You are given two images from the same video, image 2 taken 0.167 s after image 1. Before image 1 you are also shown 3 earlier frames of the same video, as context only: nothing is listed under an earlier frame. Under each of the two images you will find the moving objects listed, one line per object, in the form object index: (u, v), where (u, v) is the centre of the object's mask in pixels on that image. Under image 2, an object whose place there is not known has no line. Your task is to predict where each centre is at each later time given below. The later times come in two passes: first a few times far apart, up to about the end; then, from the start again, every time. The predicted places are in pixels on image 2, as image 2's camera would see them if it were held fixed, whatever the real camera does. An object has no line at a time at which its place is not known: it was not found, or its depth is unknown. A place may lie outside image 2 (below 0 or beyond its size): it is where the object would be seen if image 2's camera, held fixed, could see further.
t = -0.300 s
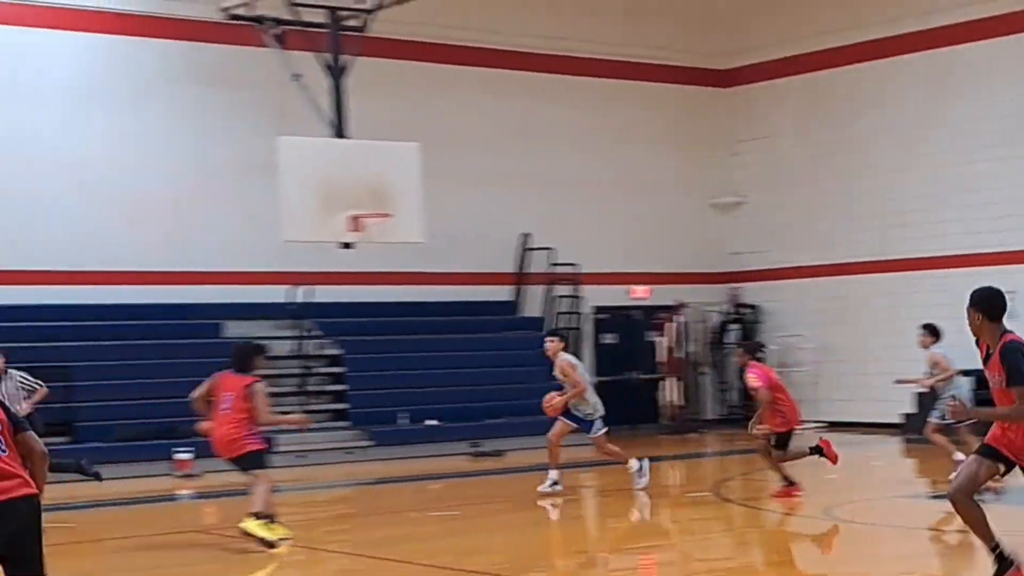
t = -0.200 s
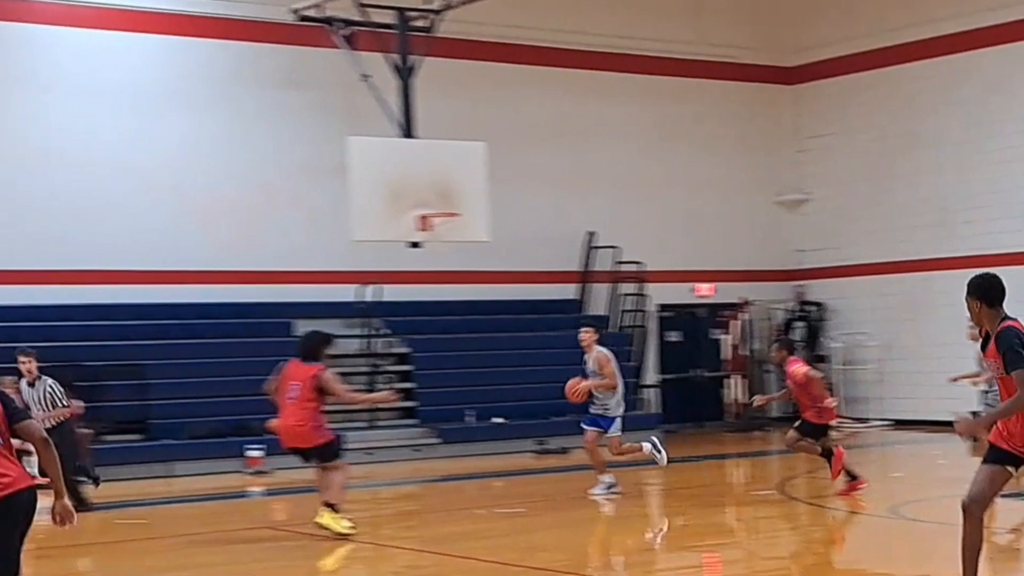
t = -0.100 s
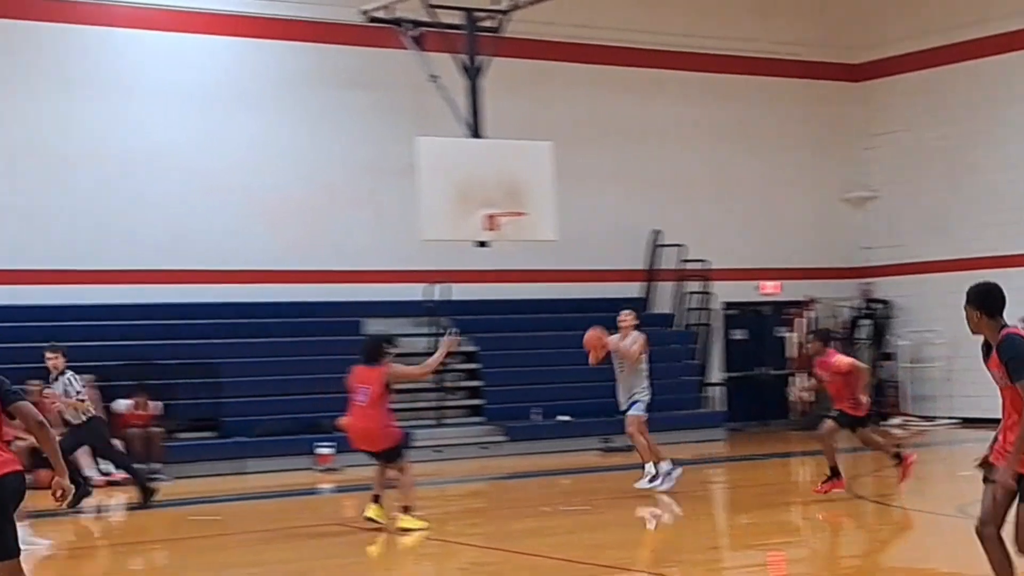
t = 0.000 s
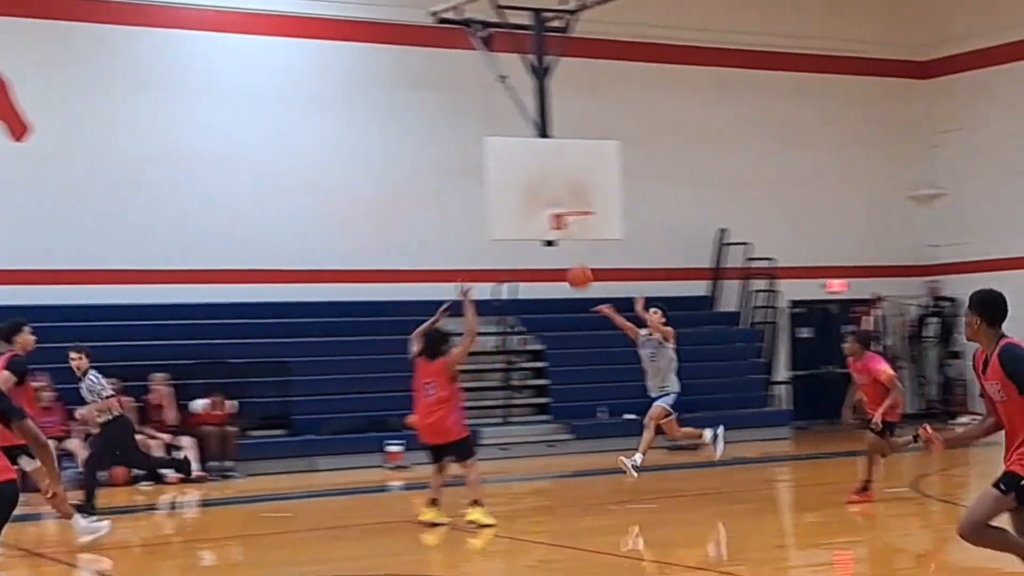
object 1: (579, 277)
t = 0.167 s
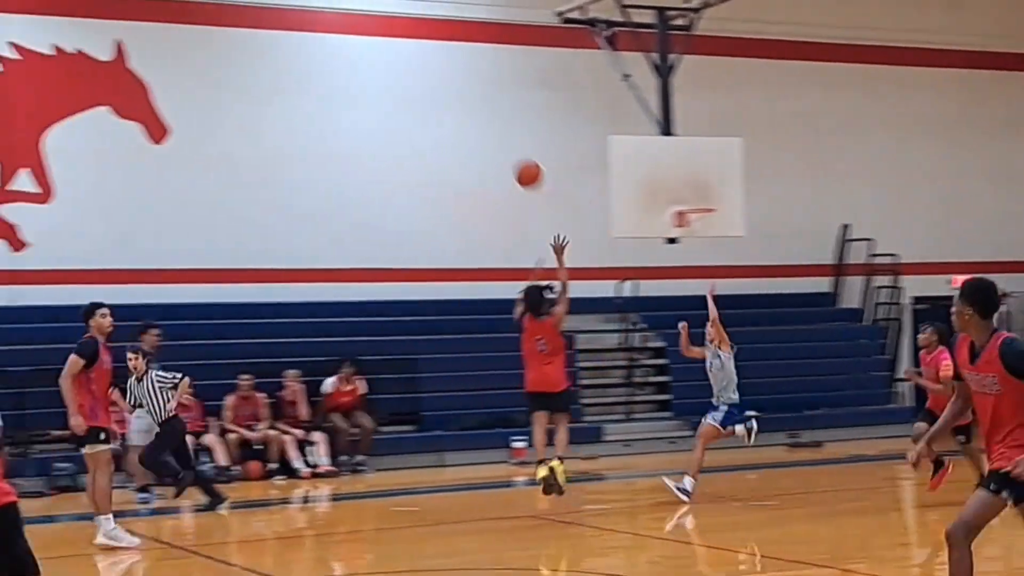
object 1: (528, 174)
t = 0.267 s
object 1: (414, 120)
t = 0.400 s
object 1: (248, 53)
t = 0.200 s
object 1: (491, 155)
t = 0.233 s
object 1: (453, 137)
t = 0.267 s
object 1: (414, 120)
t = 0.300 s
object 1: (374, 102)
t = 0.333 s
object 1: (333, 85)
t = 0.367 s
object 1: (292, 69)
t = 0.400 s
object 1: (248, 53)
